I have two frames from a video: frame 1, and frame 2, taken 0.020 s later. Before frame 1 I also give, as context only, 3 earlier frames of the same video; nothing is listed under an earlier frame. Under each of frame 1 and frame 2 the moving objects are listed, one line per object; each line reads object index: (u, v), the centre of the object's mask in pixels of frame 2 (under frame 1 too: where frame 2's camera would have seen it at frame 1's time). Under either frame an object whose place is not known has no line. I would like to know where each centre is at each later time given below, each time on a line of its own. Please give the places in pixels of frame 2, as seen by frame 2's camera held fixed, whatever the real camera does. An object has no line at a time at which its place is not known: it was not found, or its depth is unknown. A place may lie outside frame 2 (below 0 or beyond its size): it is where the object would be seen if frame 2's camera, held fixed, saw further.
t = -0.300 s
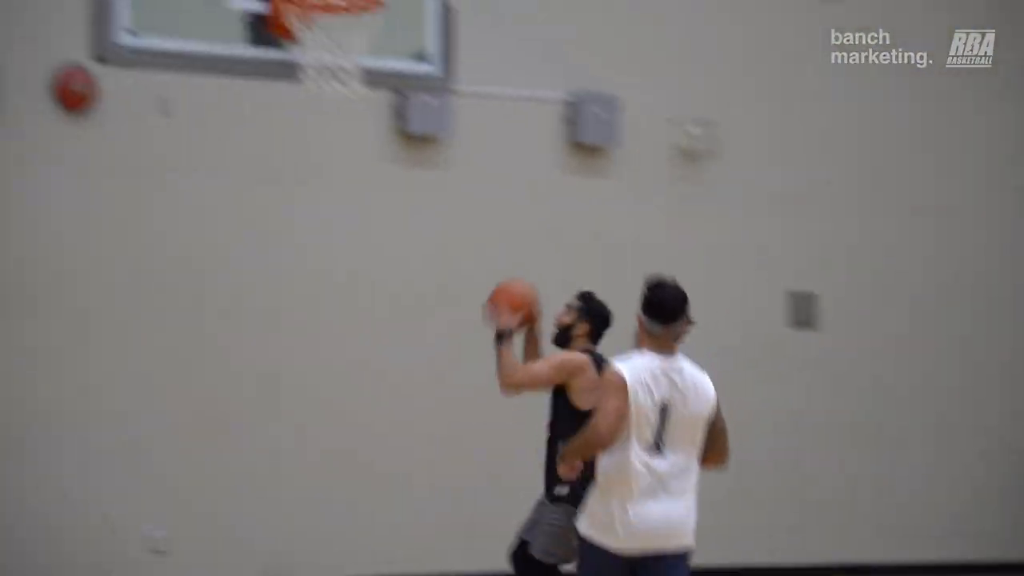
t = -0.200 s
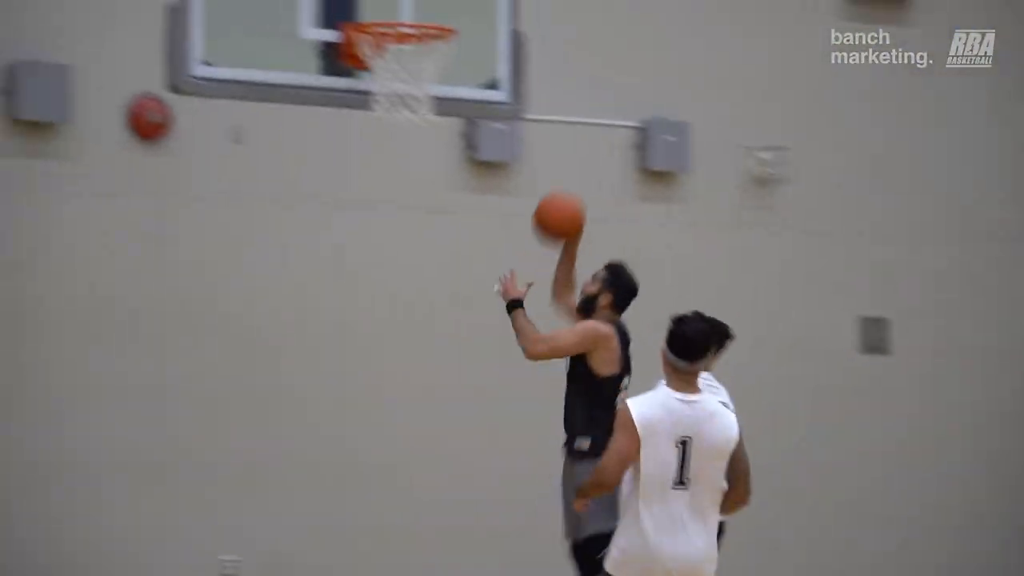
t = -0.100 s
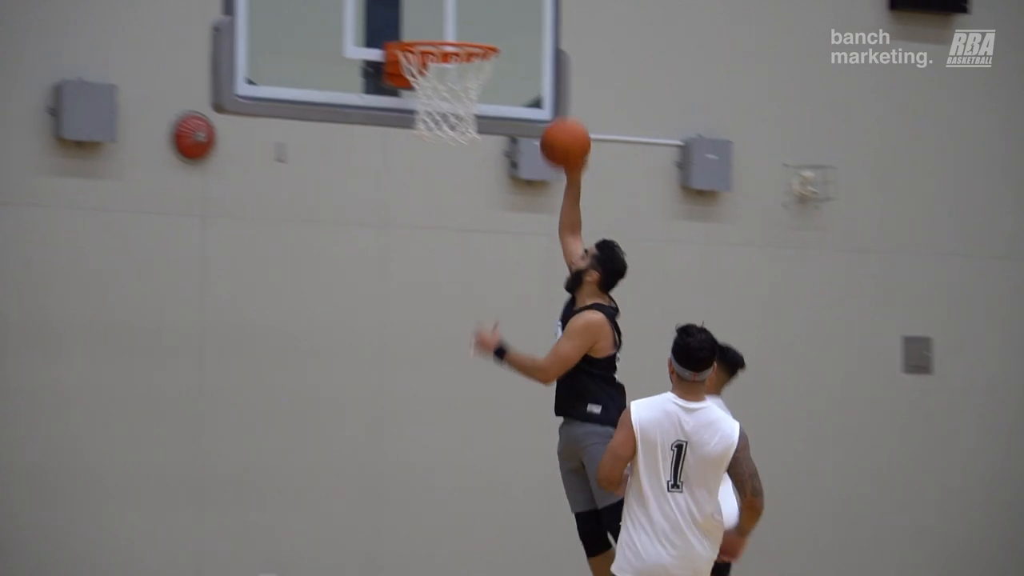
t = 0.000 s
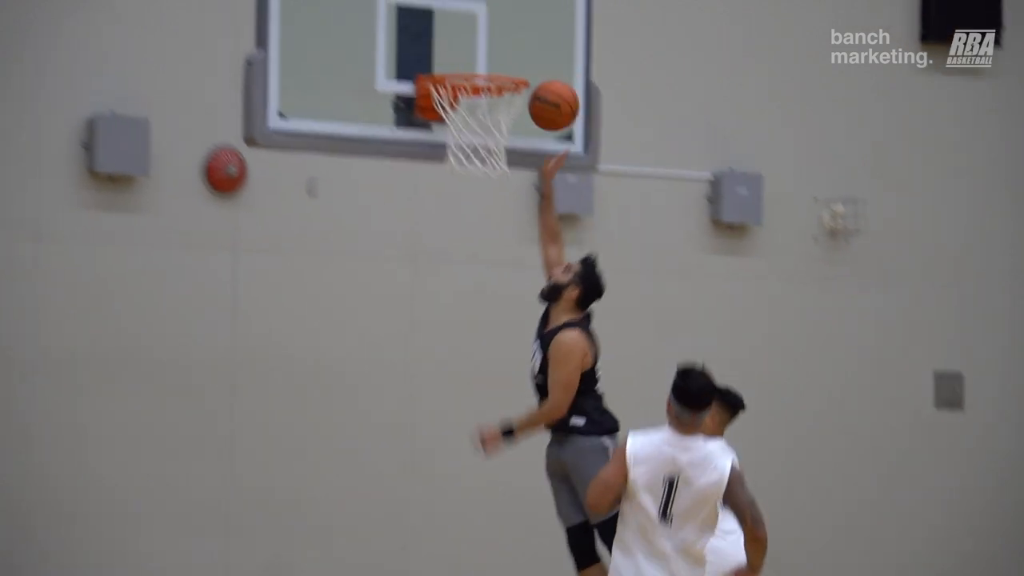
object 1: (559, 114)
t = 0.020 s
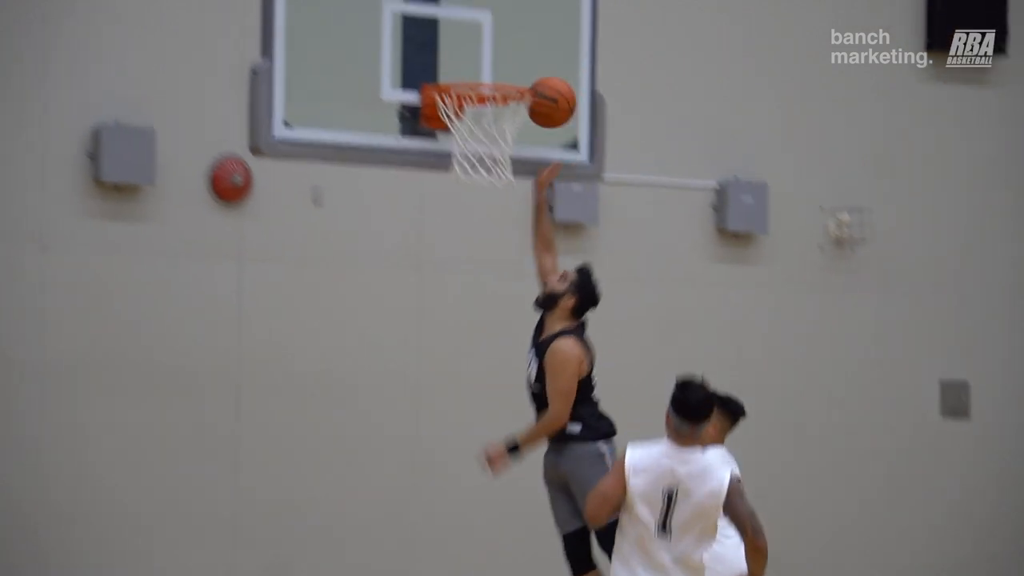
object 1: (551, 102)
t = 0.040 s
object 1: (542, 91)
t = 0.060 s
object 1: (534, 80)
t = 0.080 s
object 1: (525, 70)
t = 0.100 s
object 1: (516, 62)
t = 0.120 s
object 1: (507, 54)
